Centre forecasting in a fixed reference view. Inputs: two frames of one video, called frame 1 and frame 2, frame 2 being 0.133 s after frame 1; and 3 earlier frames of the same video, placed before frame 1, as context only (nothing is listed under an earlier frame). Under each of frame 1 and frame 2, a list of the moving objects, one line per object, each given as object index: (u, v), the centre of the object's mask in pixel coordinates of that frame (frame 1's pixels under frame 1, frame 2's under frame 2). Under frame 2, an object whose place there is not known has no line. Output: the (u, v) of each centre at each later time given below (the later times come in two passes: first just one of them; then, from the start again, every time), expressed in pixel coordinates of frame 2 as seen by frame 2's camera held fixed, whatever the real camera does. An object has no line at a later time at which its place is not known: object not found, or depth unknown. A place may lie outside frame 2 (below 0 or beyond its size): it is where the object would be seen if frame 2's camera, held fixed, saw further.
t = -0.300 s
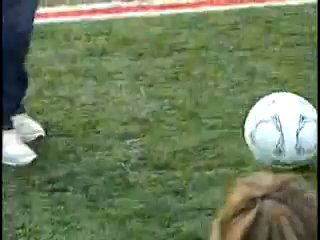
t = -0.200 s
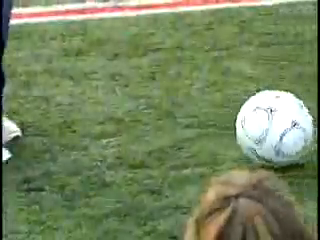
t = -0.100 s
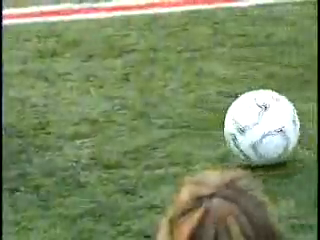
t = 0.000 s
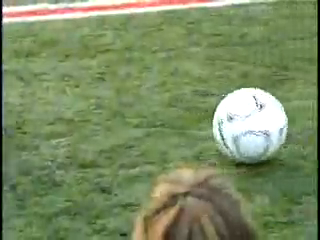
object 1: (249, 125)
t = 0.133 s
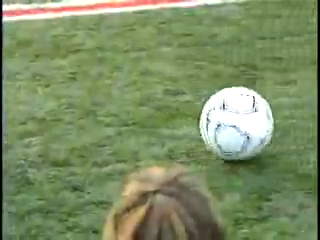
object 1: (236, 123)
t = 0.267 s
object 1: (252, 123)
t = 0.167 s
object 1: (240, 123)
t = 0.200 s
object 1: (244, 123)
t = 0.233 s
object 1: (248, 123)
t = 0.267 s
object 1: (252, 123)
